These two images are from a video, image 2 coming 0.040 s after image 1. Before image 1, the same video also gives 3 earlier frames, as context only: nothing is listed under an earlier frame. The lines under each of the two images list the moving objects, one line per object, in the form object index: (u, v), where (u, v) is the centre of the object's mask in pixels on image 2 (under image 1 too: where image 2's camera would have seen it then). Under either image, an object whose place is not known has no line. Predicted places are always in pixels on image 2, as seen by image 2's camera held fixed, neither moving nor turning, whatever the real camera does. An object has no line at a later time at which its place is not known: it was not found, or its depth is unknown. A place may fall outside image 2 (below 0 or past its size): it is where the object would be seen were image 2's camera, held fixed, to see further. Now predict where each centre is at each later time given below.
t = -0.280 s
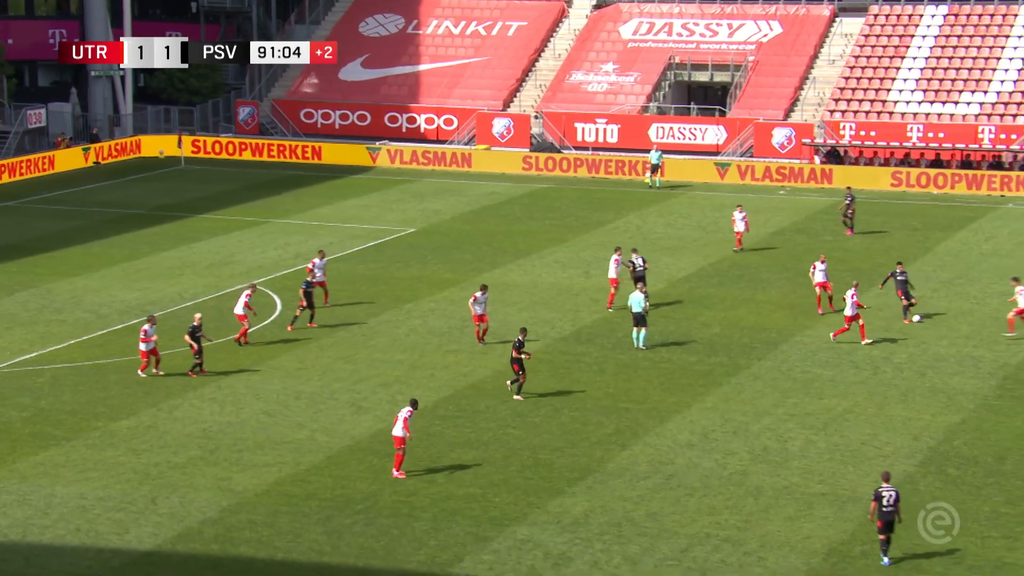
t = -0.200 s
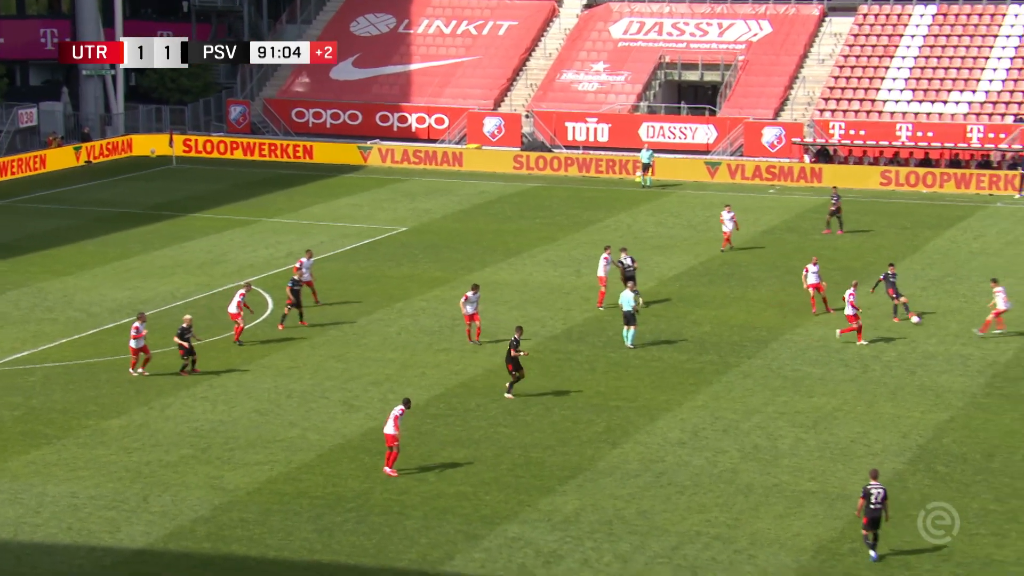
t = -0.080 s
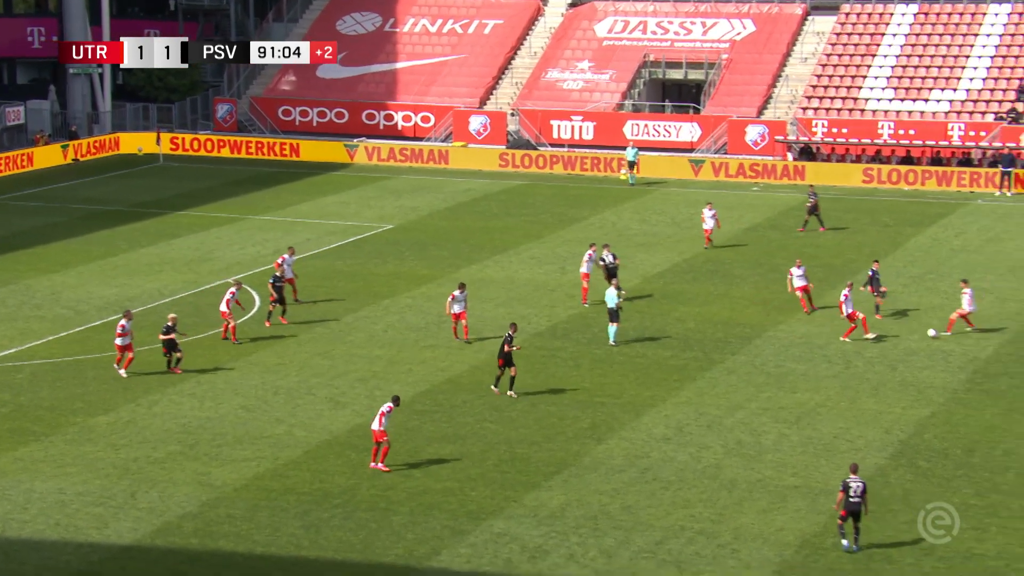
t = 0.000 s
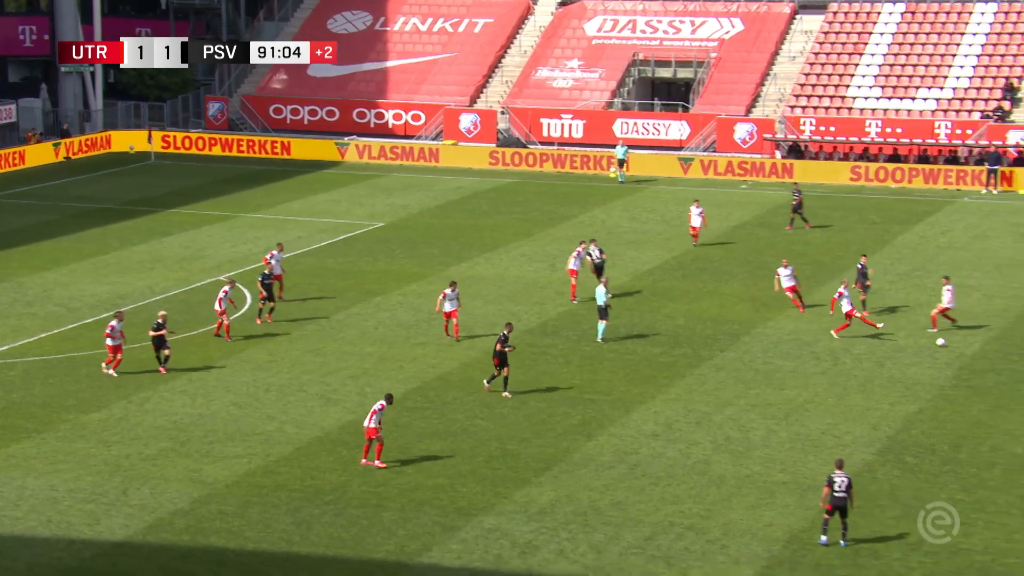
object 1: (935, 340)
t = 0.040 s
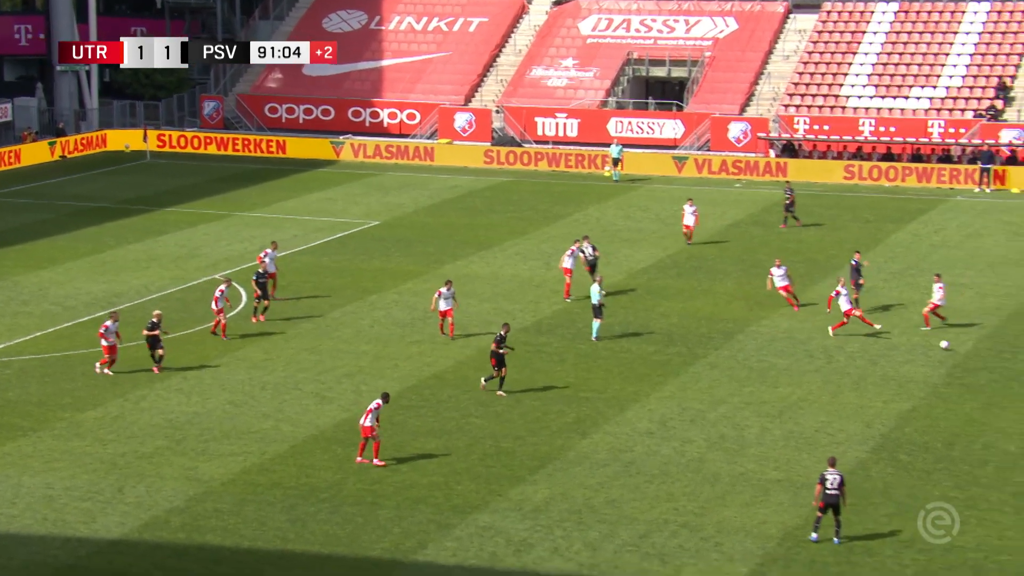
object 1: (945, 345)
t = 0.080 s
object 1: (955, 350)
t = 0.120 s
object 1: (965, 357)
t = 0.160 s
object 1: (975, 363)
